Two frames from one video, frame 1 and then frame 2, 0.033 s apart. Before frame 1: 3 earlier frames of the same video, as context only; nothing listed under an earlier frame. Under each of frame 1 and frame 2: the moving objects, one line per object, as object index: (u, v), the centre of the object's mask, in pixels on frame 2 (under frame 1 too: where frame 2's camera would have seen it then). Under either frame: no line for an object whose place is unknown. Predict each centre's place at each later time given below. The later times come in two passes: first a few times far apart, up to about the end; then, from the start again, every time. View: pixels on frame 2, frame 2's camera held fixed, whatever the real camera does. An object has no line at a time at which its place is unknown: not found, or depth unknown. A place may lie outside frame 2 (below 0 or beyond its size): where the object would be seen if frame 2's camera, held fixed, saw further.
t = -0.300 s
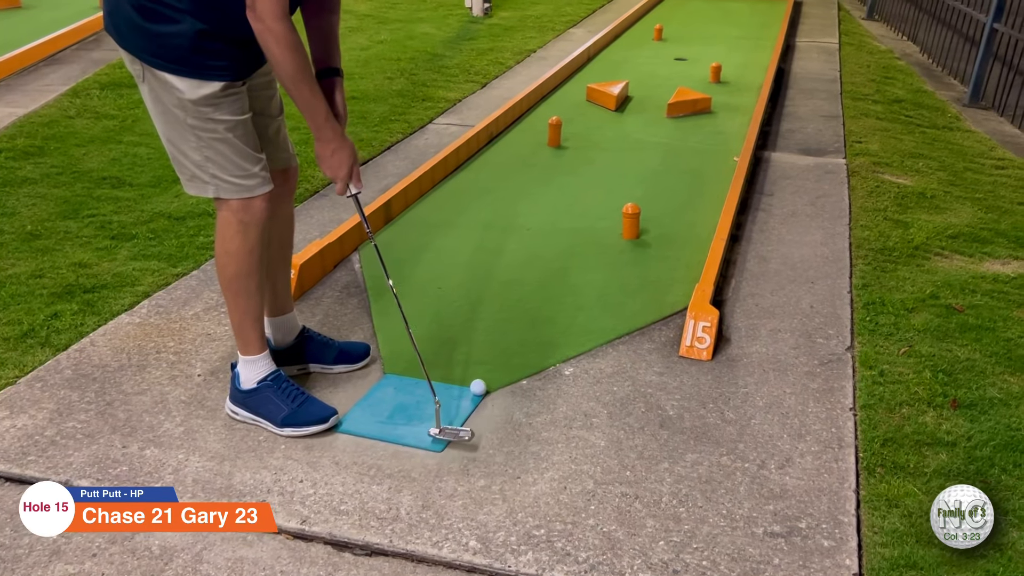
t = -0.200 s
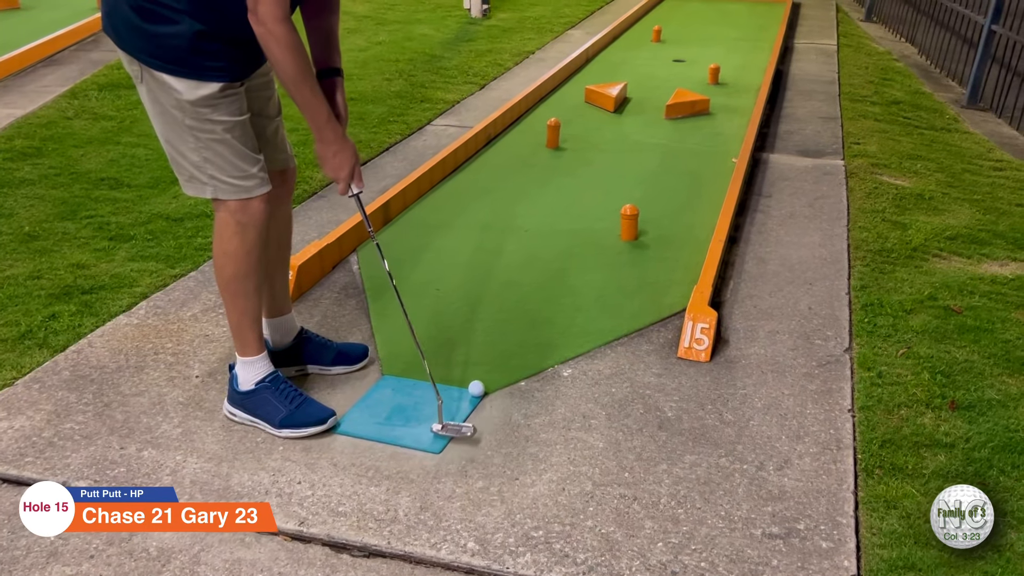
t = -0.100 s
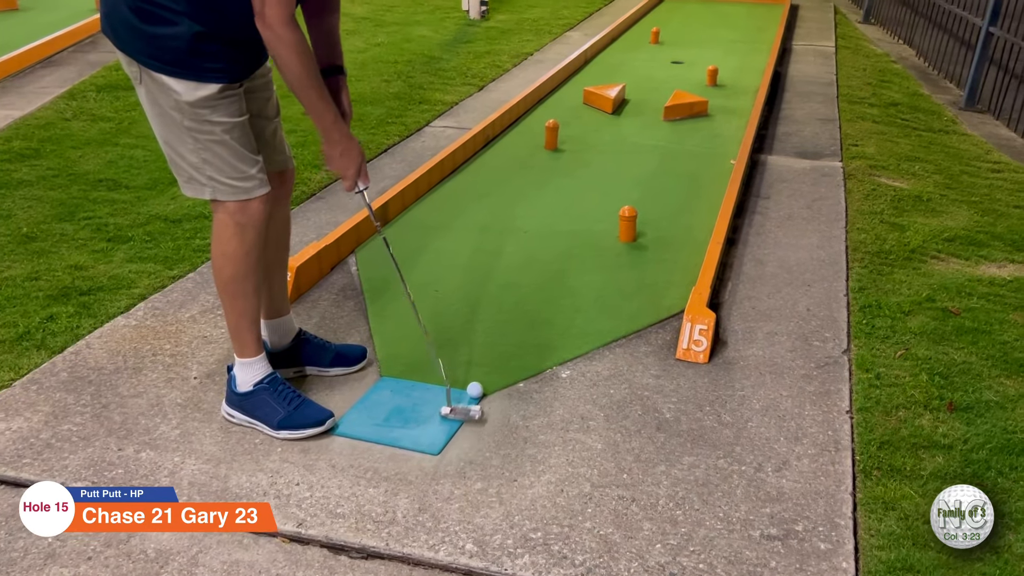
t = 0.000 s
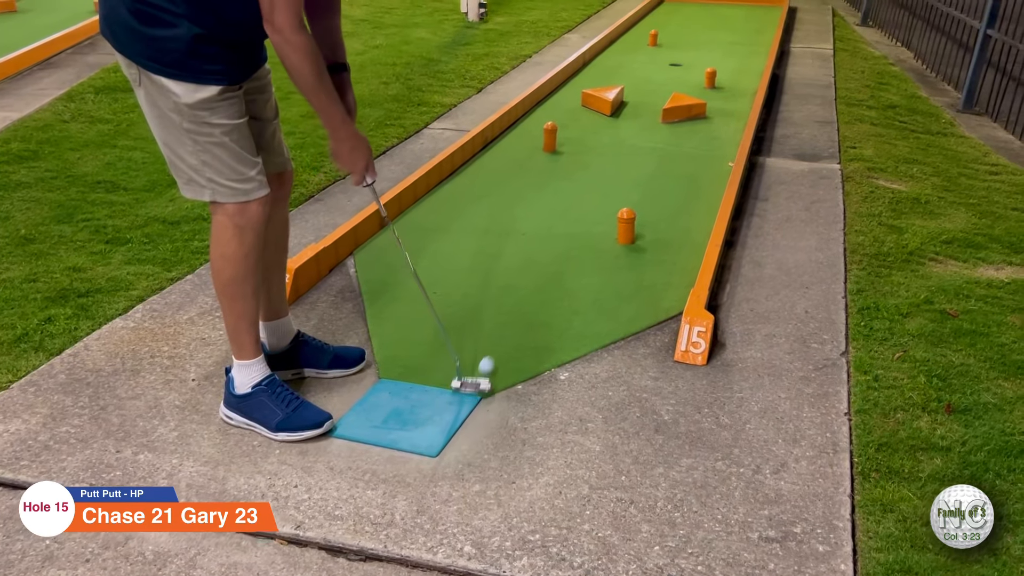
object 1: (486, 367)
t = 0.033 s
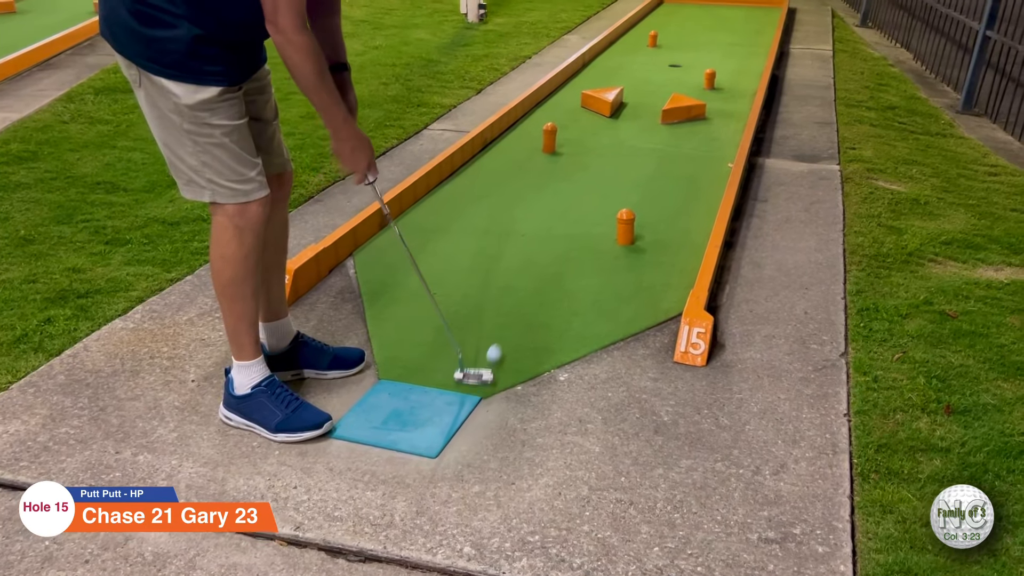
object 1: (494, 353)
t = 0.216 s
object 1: (527, 295)
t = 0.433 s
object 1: (551, 252)
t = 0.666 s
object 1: (572, 215)
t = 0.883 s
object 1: (588, 189)
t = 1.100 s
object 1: (601, 166)
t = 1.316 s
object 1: (611, 147)
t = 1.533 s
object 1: (619, 131)
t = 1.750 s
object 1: (627, 117)
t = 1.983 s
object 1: (636, 103)
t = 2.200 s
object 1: (645, 92)
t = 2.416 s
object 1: (653, 83)
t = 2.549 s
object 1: (658, 79)
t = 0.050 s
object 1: (498, 346)
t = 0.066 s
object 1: (501, 339)
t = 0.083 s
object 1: (504, 334)
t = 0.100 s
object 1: (508, 329)
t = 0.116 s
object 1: (511, 323)
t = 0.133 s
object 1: (514, 317)
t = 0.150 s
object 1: (517, 313)
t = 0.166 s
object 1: (519, 308)
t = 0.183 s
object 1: (522, 303)
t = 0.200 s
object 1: (524, 299)
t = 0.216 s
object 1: (527, 295)
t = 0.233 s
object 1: (529, 292)
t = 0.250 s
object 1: (531, 287)
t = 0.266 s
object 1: (533, 284)
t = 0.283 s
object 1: (535, 281)
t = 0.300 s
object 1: (537, 277)
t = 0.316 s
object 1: (539, 274)
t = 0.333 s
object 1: (541, 271)
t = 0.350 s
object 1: (542, 268)
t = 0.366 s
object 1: (544, 264)
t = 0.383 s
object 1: (546, 261)
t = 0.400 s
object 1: (548, 258)
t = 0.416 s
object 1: (549, 255)
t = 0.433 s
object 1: (551, 252)
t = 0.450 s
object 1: (553, 249)
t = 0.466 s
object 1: (555, 246)
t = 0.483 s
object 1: (556, 243)
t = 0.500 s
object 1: (558, 241)
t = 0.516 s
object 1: (559, 238)
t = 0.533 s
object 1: (560, 235)
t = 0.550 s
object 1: (562, 233)
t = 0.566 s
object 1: (564, 230)
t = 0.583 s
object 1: (565, 228)
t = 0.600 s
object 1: (567, 225)
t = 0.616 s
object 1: (568, 223)
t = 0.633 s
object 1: (570, 220)
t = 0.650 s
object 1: (571, 218)
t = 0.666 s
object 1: (572, 215)
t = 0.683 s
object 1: (574, 213)
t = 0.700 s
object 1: (575, 211)
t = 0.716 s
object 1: (576, 209)
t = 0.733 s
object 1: (577, 207)
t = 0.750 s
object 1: (579, 205)
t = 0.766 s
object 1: (580, 203)
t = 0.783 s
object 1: (581, 201)
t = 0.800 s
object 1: (582, 199)
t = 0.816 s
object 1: (584, 197)
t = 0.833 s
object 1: (585, 195)
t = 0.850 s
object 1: (586, 193)
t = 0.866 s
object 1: (587, 191)
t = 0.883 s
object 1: (588, 189)
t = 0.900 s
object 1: (589, 187)
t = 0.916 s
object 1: (590, 185)
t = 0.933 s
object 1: (591, 183)
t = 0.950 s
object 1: (592, 181)
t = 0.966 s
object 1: (593, 180)
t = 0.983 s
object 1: (594, 178)
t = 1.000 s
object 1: (595, 176)
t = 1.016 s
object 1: (596, 174)
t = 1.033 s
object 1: (597, 173)
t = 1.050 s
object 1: (598, 171)
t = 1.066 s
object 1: (599, 169)
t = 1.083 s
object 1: (600, 167)
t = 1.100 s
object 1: (601, 166)
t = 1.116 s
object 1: (601, 164)
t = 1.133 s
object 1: (602, 162)
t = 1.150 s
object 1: (603, 161)
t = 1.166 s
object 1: (604, 159)
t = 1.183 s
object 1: (605, 158)
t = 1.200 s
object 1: (606, 156)
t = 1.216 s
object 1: (607, 155)
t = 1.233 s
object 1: (607, 153)
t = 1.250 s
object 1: (608, 152)
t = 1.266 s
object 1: (609, 151)
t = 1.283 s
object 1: (609, 149)
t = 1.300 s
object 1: (610, 148)
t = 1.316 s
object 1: (611, 147)
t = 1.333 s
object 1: (611, 145)
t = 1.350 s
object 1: (612, 144)
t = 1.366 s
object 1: (613, 142)
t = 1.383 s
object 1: (613, 141)
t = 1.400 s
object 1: (614, 140)
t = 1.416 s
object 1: (615, 139)
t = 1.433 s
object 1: (615, 137)
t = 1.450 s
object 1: (616, 136)
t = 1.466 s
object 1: (617, 135)
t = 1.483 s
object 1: (617, 134)
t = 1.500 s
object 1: (618, 133)
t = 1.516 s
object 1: (618, 132)
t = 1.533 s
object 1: (619, 131)
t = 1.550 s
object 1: (619, 130)
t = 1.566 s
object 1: (620, 129)
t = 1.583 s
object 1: (621, 127)
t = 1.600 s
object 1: (621, 126)
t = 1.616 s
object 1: (622, 125)
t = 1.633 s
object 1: (622, 124)
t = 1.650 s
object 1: (623, 123)
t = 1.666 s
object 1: (624, 122)
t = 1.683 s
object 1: (624, 121)
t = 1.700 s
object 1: (625, 120)
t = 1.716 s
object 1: (626, 119)
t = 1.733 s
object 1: (626, 118)
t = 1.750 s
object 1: (627, 117)
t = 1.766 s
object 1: (627, 116)
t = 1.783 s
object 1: (628, 115)
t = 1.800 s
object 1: (628, 113)
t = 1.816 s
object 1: (629, 113)
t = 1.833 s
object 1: (630, 111)
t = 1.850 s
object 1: (630, 110)
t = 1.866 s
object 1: (631, 109)
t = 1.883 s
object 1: (632, 108)
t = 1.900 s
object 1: (632, 107)
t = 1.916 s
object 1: (633, 107)
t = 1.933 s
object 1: (634, 106)
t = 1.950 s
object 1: (634, 105)
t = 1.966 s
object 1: (635, 104)
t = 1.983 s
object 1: (636, 103)
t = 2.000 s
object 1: (637, 102)
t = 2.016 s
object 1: (637, 101)
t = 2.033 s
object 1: (638, 101)
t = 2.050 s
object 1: (638, 100)
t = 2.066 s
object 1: (639, 99)
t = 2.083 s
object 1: (640, 98)
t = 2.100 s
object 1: (641, 97)
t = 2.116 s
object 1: (641, 97)
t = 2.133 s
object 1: (642, 96)
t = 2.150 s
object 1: (643, 95)
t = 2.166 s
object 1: (643, 94)
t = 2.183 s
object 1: (644, 93)
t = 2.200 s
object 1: (645, 92)
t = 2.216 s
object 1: (645, 92)
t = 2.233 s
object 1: (646, 91)
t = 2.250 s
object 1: (647, 90)
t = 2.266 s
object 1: (647, 89)
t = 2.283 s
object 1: (648, 89)
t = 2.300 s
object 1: (649, 88)
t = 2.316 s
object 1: (649, 87)
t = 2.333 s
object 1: (650, 87)
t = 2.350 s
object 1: (651, 86)
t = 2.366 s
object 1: (651, 85)
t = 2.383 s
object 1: (652, 85)
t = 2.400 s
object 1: (653, 84)
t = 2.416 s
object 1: (653, 83)
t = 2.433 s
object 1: (654, 83)
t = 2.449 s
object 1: (655, 82)
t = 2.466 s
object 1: (655, 81)
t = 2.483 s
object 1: (656, 81)
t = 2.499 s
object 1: (656, 80)
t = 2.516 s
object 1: (657, 80)
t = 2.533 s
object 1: (658, 79)
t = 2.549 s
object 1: (658, 79)
